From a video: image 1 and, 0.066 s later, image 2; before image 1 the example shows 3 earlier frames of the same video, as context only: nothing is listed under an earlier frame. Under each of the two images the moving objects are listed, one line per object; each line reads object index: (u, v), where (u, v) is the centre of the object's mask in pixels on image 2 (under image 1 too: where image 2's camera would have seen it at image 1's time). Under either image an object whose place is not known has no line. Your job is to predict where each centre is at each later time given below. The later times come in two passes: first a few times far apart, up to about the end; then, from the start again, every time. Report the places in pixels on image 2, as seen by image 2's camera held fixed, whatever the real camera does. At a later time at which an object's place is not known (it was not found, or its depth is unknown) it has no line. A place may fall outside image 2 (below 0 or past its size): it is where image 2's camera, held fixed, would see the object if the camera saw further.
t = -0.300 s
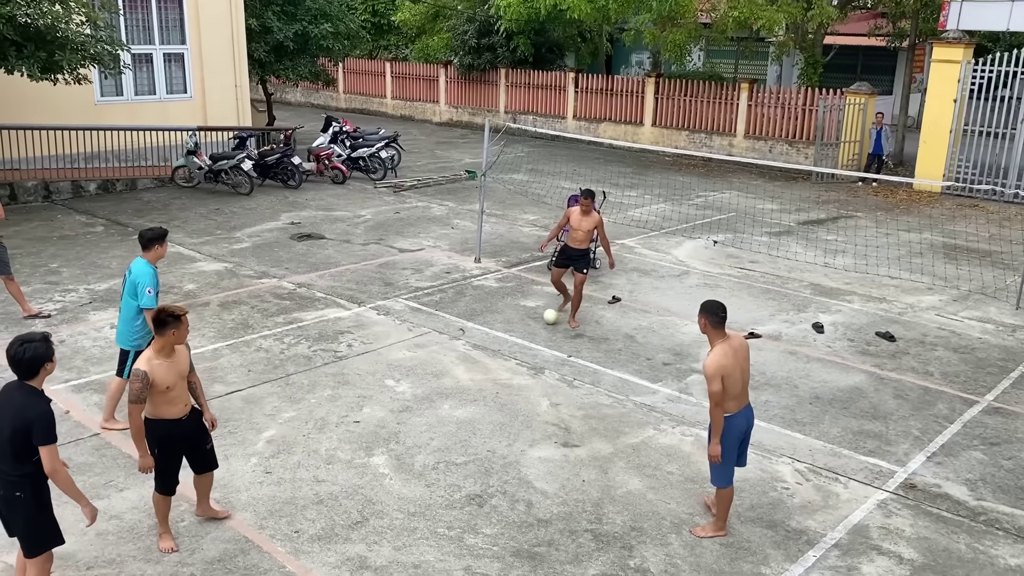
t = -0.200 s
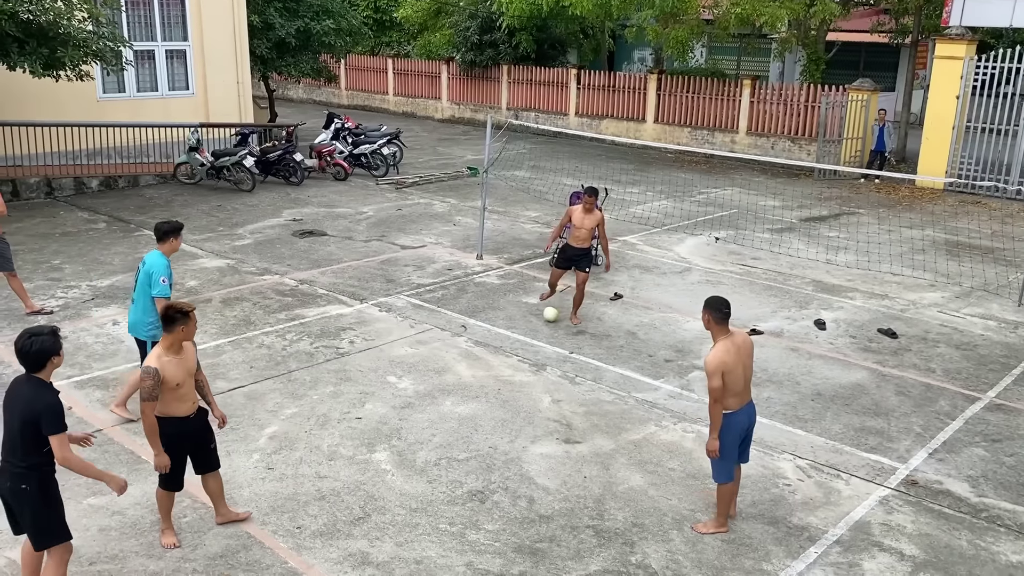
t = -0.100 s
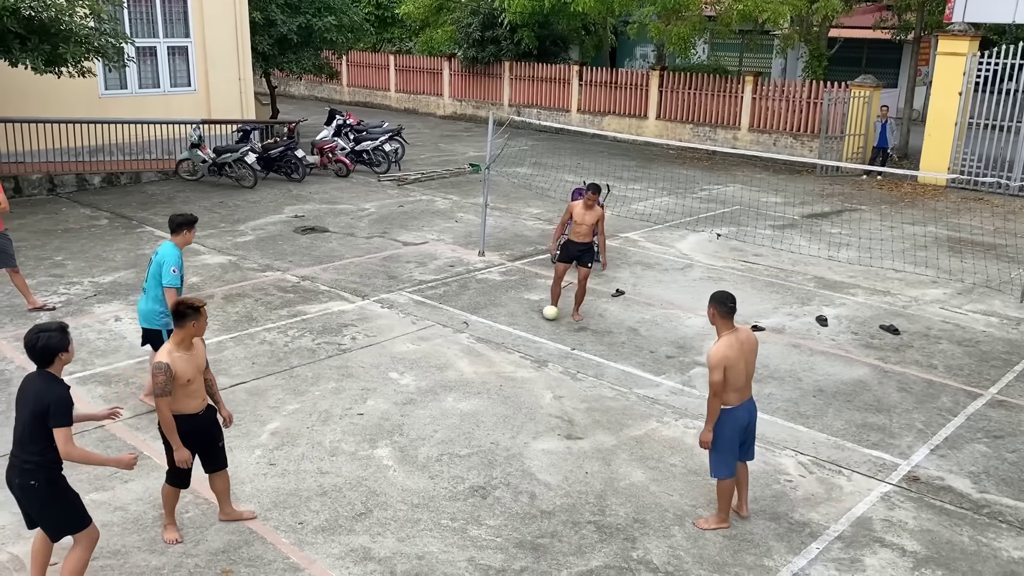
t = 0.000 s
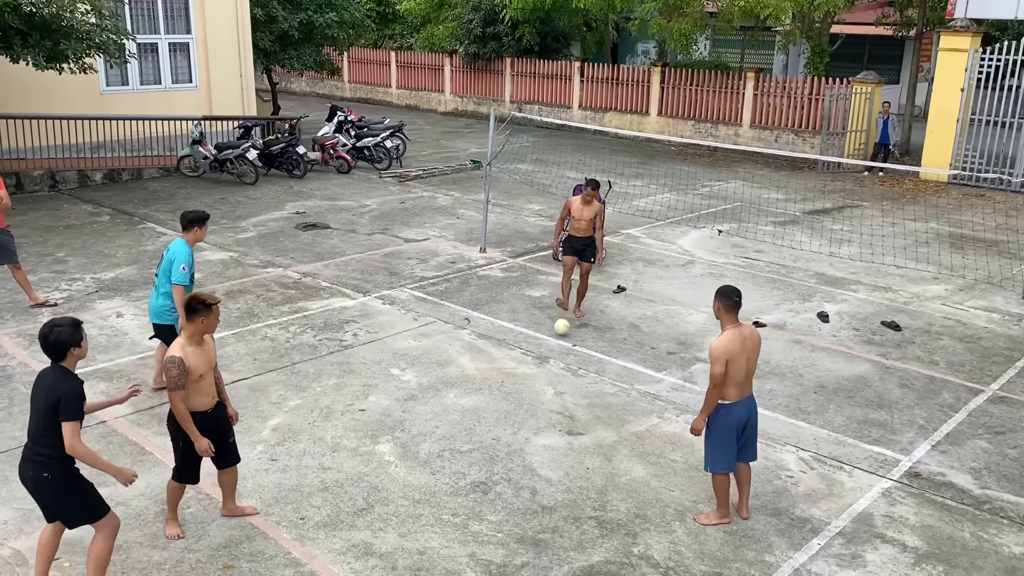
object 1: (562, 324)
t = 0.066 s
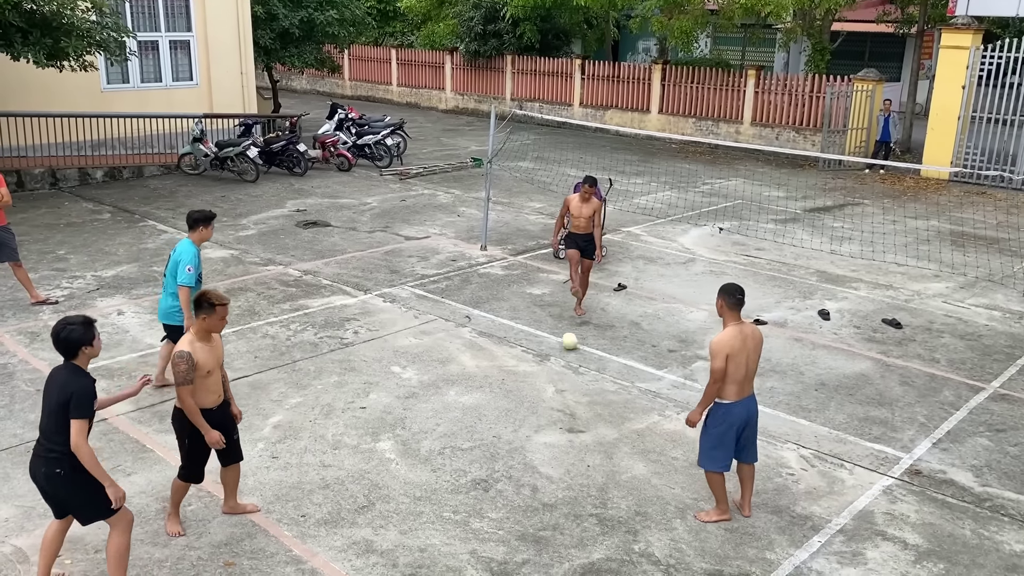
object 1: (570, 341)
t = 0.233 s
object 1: (590, 379)
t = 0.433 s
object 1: (615, 427)
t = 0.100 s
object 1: (572, 348)
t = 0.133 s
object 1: (577, 356)
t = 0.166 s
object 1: (581, 365)
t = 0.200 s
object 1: (585, 373)
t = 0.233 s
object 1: (590, 379)
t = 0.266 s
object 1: (594, 387)
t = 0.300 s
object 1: (597, 395)
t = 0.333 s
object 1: (602, 405)
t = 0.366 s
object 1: (607, 412)
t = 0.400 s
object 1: (611, 419)
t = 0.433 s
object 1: (615, 427)
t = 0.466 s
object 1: (620, 436)
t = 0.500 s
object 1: (625, 445)
